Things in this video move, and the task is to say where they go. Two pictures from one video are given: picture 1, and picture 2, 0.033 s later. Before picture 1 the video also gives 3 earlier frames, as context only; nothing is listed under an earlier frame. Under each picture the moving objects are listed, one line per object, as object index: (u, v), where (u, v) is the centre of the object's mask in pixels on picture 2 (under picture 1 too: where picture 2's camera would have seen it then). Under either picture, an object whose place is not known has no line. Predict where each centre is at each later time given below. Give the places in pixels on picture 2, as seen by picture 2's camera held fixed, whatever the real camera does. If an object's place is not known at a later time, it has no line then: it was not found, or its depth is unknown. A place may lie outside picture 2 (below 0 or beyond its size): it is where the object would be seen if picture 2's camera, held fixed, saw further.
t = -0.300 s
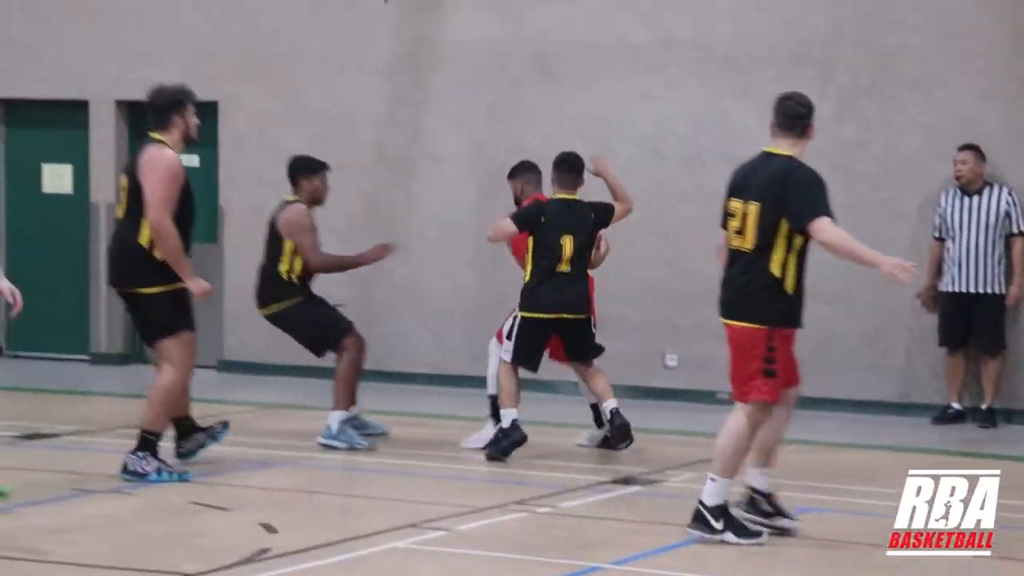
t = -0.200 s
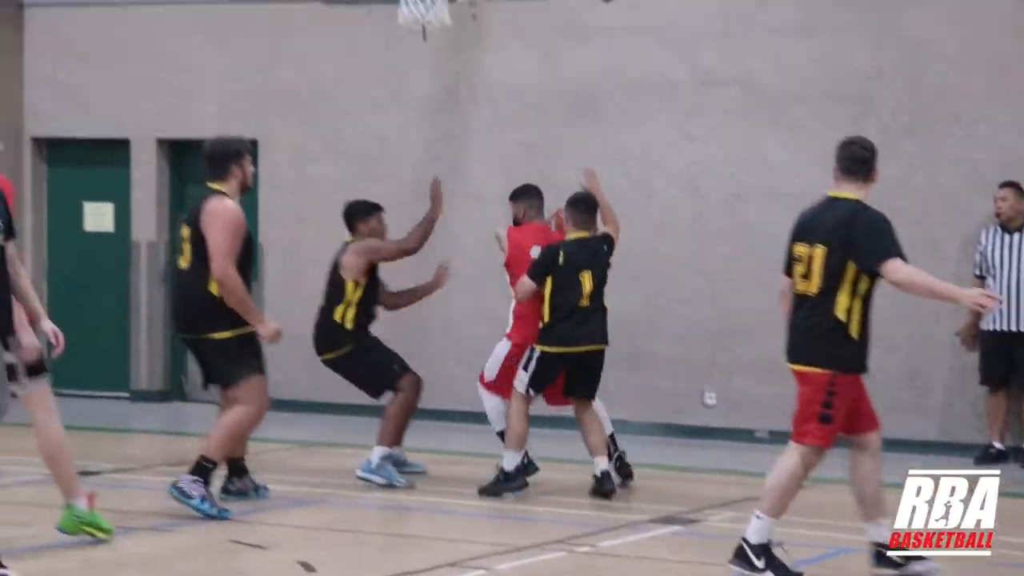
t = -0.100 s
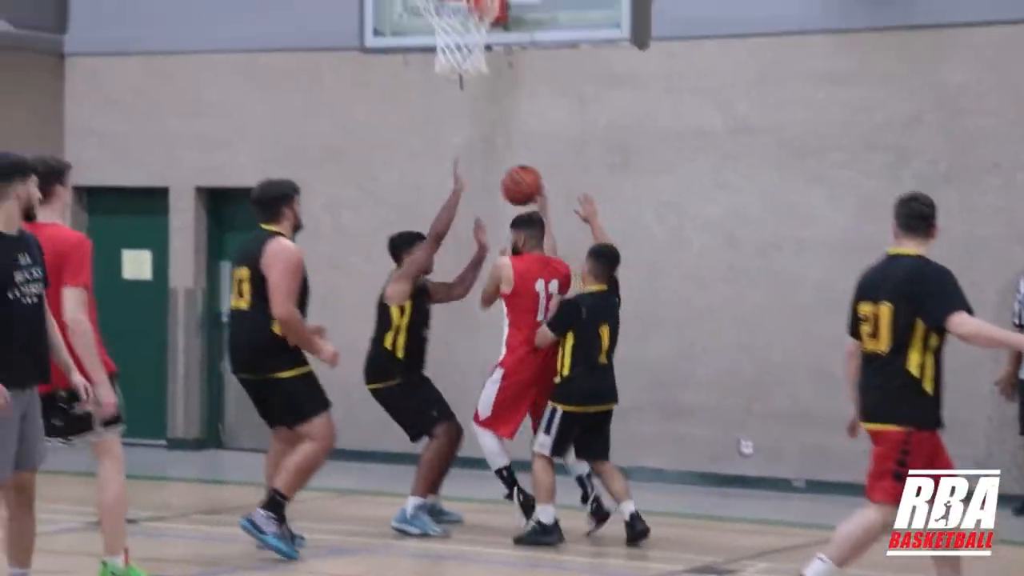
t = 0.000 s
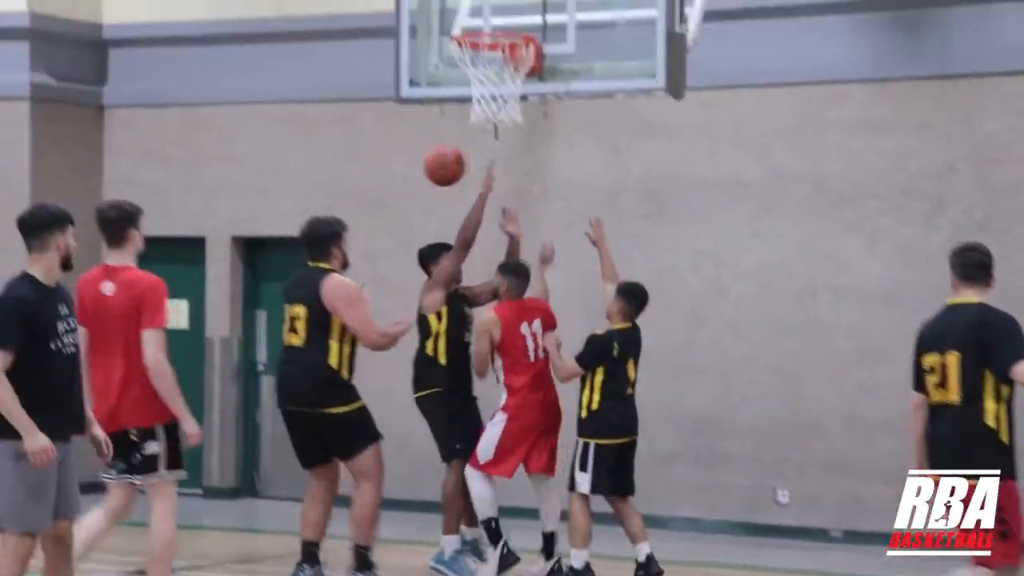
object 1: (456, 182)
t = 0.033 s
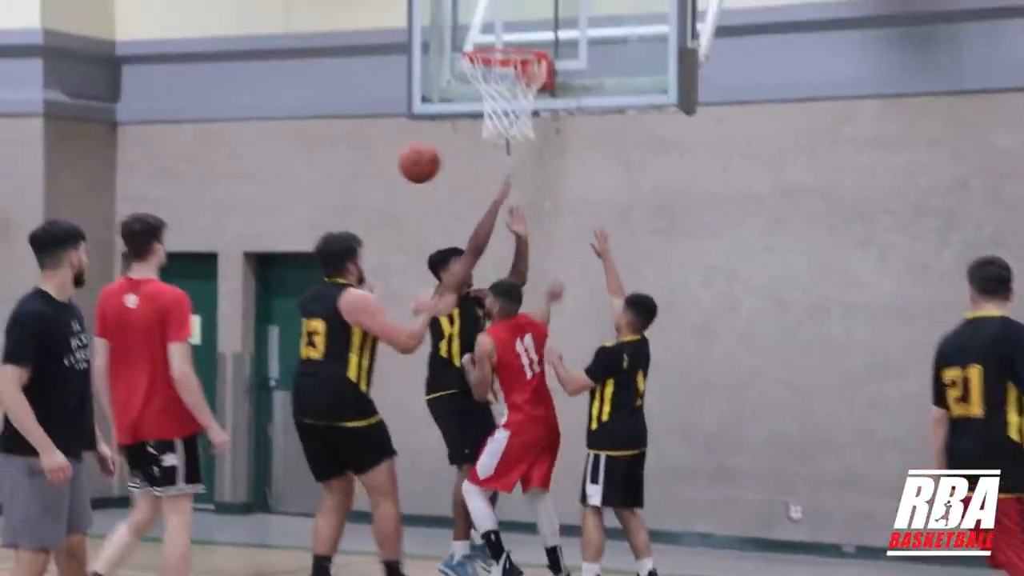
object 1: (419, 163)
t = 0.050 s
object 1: (400, 155)
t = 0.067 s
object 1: (382, 147)
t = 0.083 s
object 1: (363, 138)
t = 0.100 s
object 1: (344, 131)
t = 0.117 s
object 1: (326, 124)
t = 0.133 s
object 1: (308, 118)
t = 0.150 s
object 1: (289, 112)
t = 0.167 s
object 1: (270, 107)
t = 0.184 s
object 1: (252, 102)
